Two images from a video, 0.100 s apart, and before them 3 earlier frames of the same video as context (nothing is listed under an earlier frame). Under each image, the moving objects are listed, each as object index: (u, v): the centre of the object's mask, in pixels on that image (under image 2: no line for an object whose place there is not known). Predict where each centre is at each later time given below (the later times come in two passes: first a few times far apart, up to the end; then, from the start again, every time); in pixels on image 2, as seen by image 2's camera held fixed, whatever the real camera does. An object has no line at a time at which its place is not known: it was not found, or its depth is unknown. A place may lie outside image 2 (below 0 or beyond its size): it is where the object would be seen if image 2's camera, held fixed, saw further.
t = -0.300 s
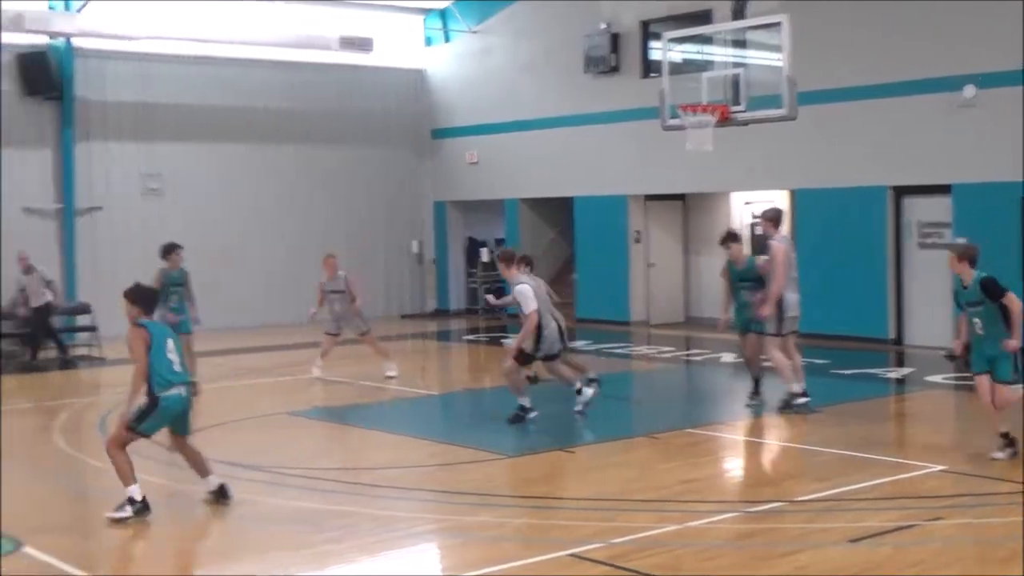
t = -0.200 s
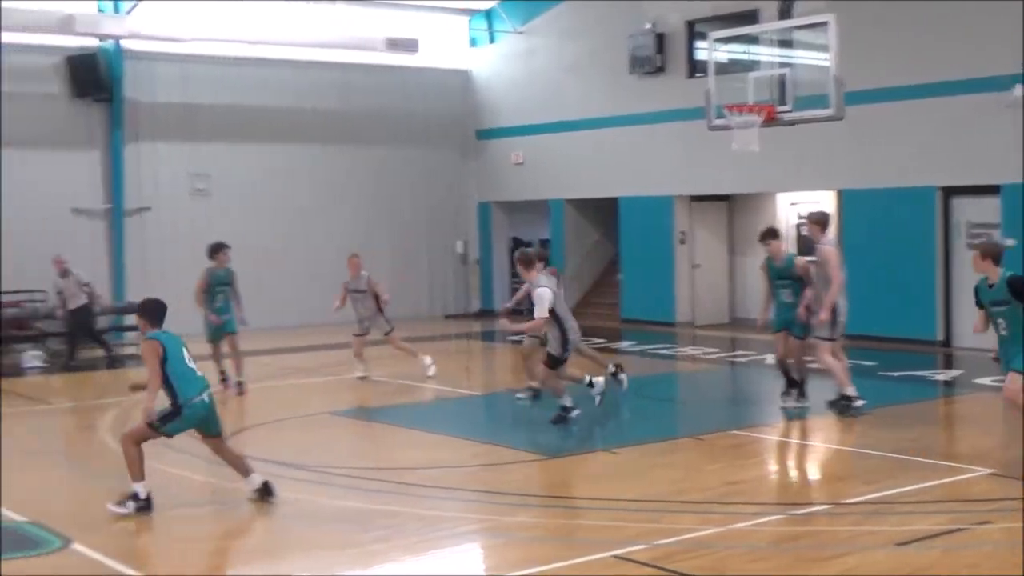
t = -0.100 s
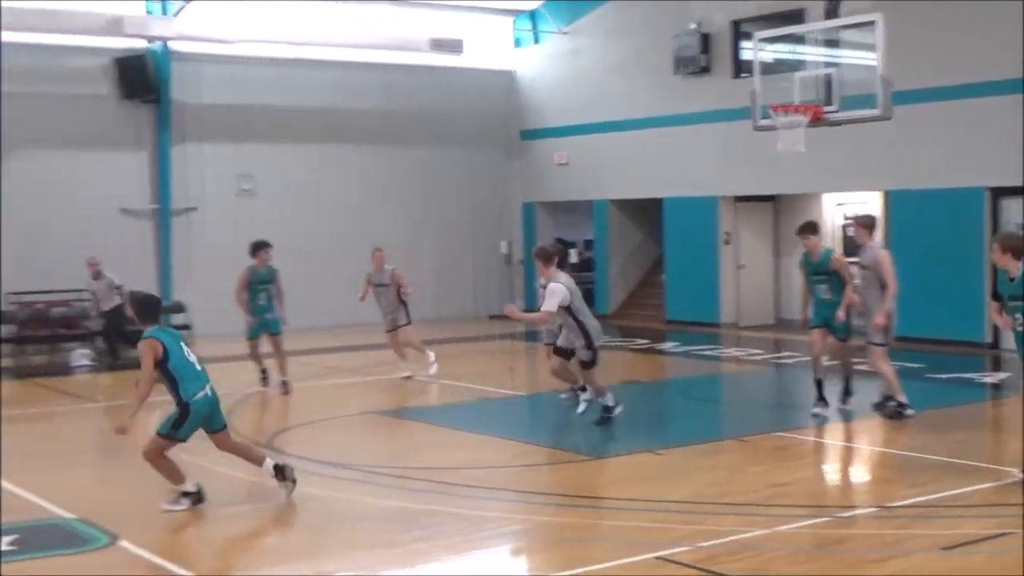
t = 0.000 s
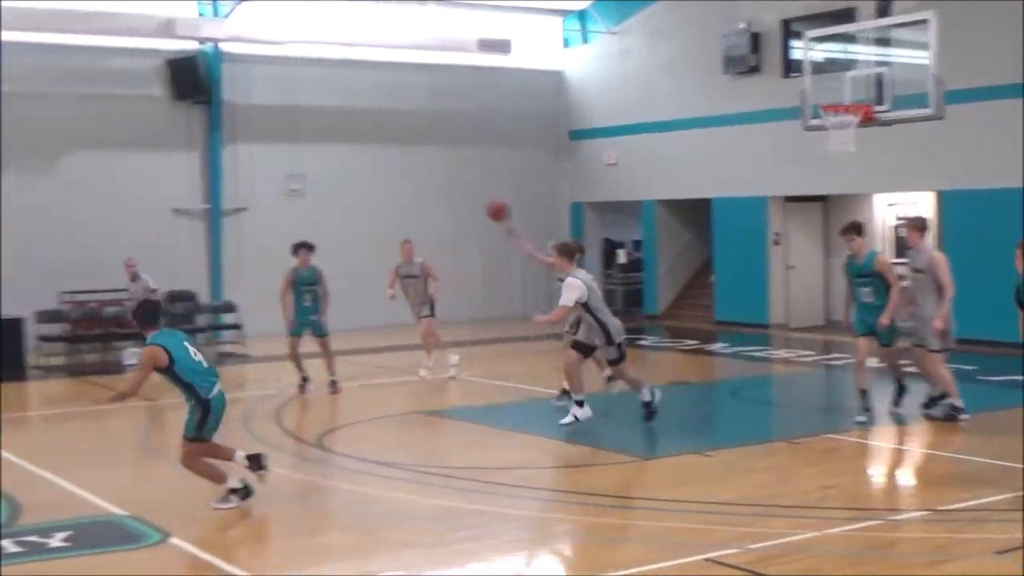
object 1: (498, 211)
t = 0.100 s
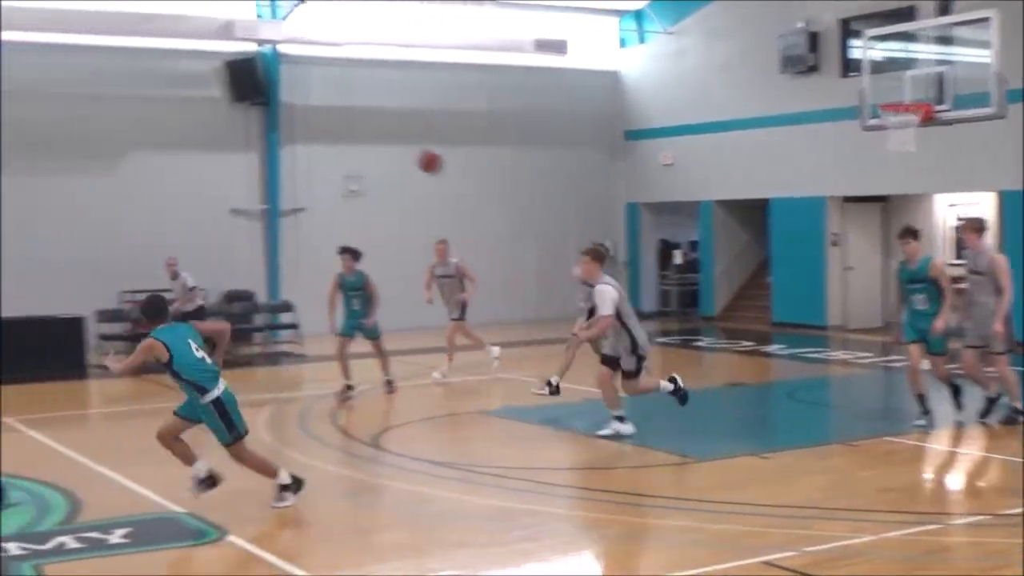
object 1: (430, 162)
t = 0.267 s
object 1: (202, 88)
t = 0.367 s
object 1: (43, 50)
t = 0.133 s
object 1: (387, 146)
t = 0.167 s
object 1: (343, 131)
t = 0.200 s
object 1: (296, 115)
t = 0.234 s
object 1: (251, 101)
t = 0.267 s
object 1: (202, 88)
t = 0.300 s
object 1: (153, 74)
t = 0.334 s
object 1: (99, 61)
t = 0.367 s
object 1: (43, 50)
